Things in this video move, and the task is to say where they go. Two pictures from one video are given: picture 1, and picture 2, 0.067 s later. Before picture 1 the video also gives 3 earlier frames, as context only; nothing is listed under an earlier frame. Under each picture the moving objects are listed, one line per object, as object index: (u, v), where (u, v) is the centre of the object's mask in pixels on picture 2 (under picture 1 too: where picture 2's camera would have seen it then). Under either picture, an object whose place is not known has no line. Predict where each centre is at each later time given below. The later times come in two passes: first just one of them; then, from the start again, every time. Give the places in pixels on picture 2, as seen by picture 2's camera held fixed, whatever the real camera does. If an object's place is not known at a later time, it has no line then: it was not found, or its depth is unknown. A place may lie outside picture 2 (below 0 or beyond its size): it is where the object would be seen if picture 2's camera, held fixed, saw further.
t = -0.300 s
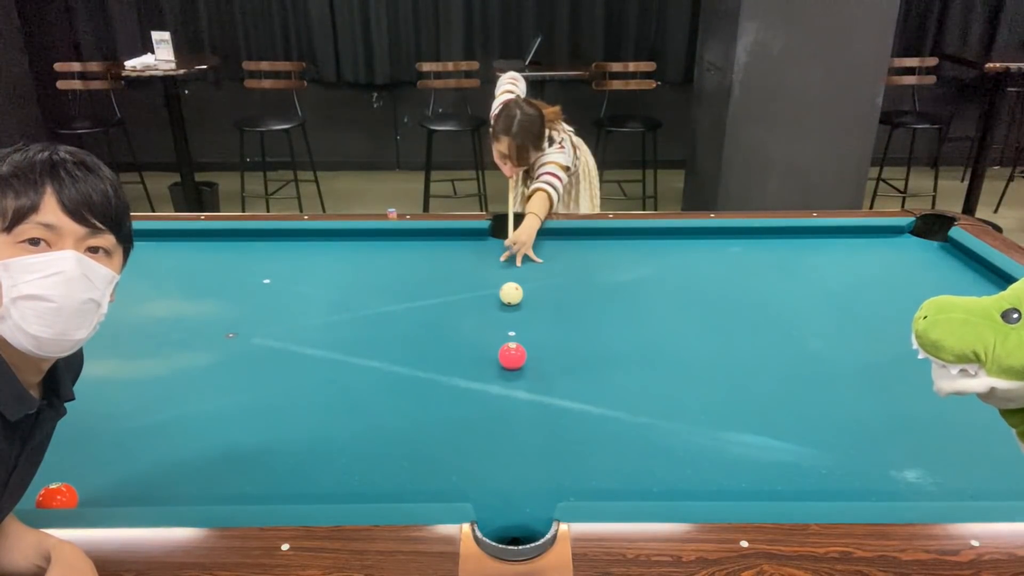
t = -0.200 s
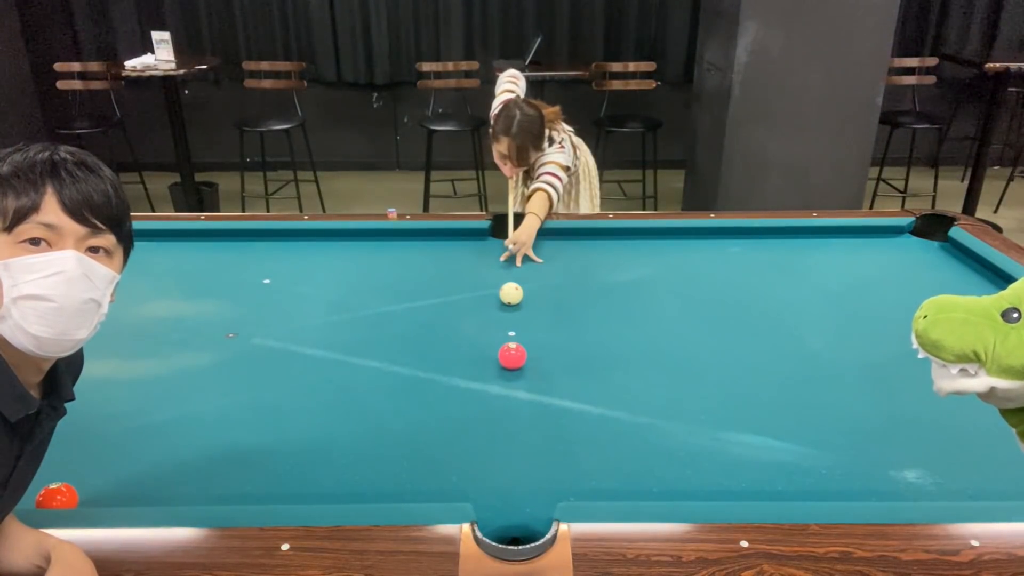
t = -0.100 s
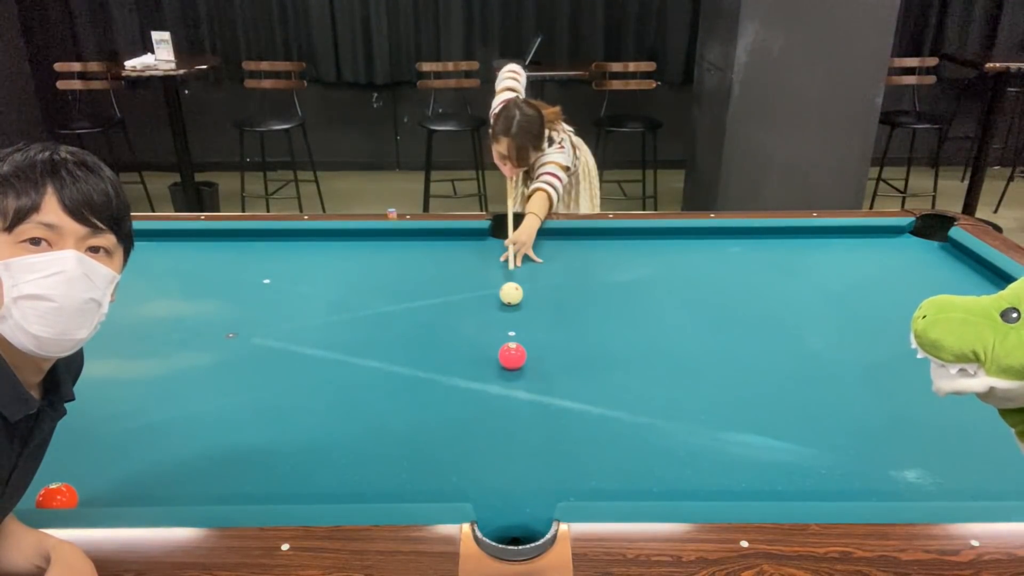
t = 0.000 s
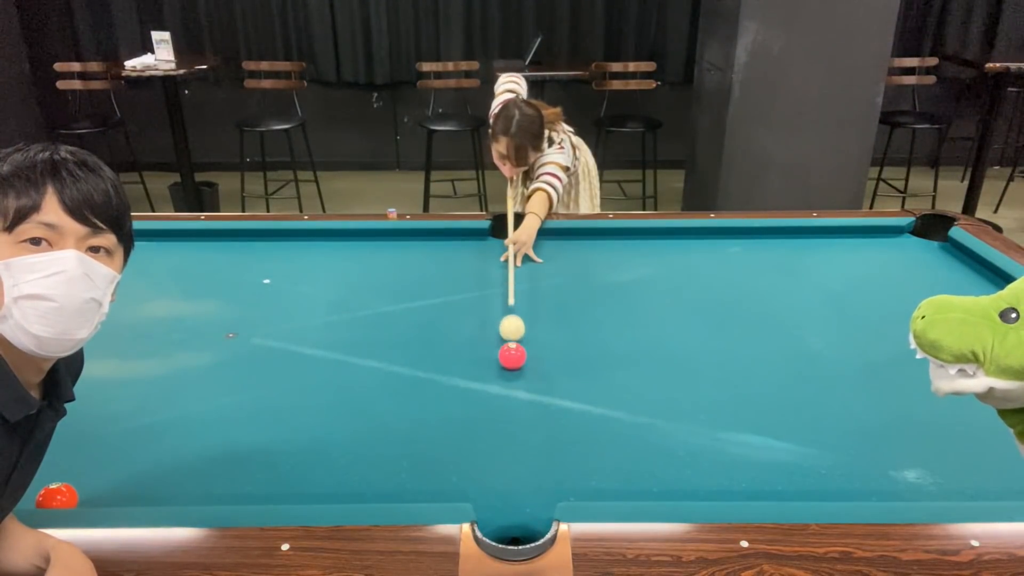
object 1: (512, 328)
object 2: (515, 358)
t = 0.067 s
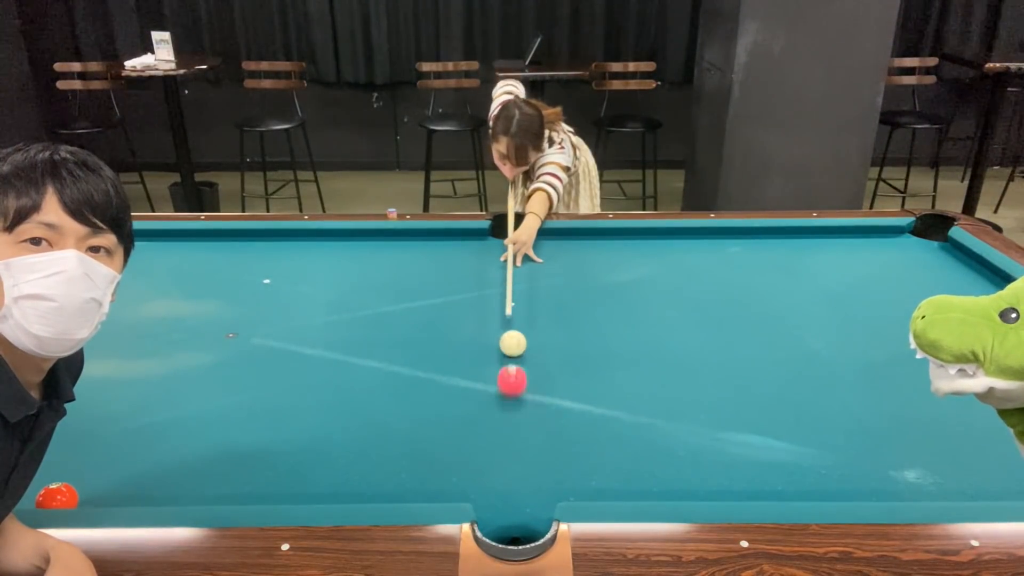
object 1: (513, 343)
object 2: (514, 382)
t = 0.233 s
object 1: (515, 354)
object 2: (511, 521)
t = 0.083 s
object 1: (513, 344)
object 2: (514, 395)
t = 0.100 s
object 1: (514, 345)
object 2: (515, 408)
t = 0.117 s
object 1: (514, 345)
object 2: (515, 421)
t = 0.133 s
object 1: (514, 346)
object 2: (515, 434)
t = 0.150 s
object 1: (514, 347)
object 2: (515, 448)
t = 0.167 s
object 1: (514, 348)
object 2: (516, 462)
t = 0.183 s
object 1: (515, 350)
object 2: (517, 476)
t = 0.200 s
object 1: (515, 351)
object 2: (512, 488)
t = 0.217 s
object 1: (515, 353)
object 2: (511, 502)
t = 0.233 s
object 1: (515, 354)
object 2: (511, 521)
